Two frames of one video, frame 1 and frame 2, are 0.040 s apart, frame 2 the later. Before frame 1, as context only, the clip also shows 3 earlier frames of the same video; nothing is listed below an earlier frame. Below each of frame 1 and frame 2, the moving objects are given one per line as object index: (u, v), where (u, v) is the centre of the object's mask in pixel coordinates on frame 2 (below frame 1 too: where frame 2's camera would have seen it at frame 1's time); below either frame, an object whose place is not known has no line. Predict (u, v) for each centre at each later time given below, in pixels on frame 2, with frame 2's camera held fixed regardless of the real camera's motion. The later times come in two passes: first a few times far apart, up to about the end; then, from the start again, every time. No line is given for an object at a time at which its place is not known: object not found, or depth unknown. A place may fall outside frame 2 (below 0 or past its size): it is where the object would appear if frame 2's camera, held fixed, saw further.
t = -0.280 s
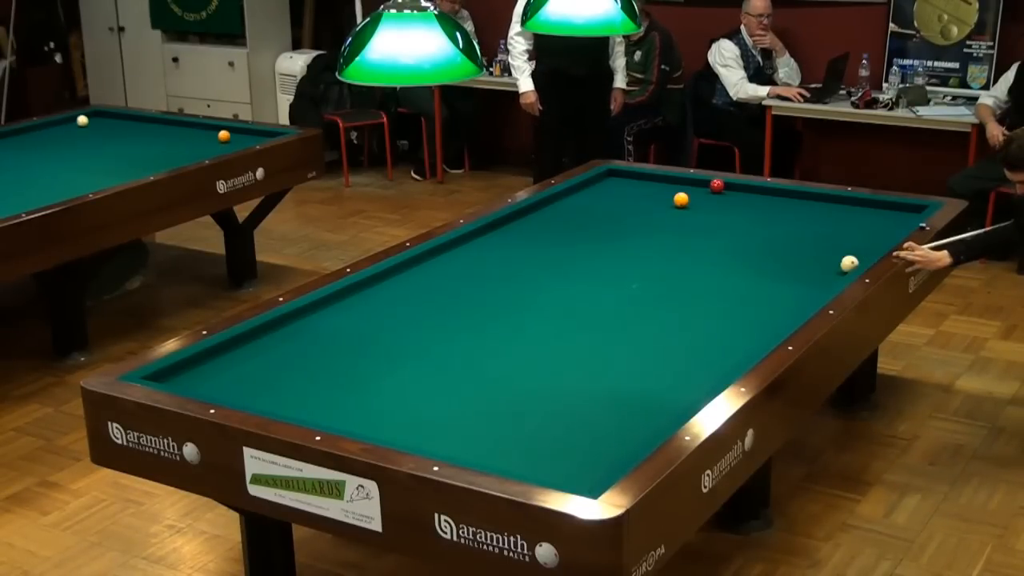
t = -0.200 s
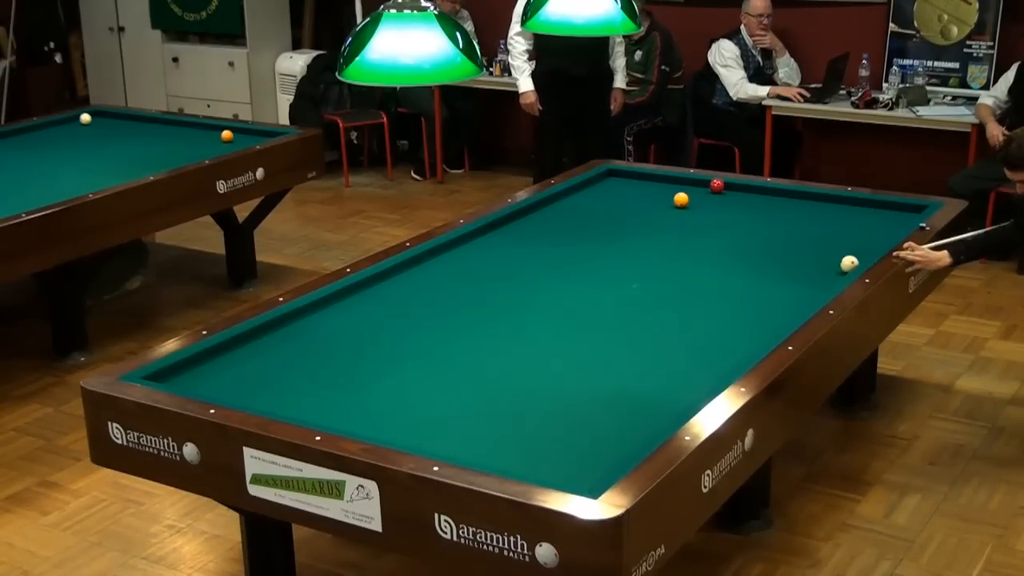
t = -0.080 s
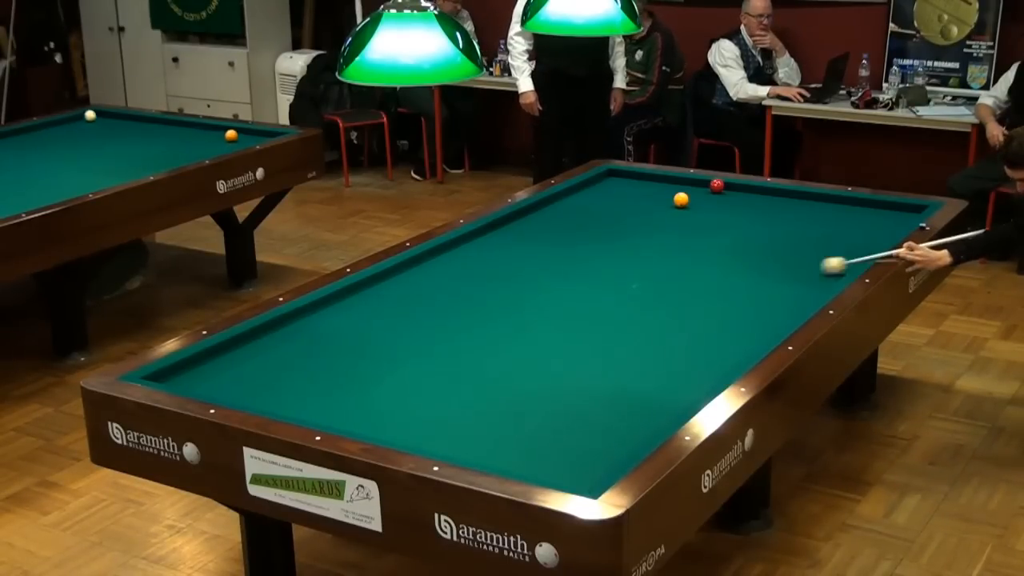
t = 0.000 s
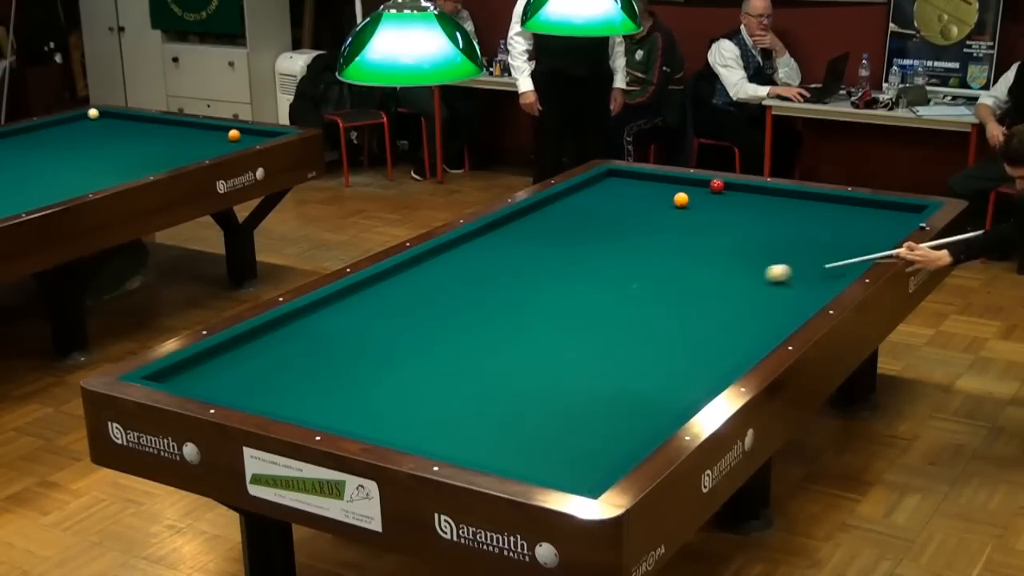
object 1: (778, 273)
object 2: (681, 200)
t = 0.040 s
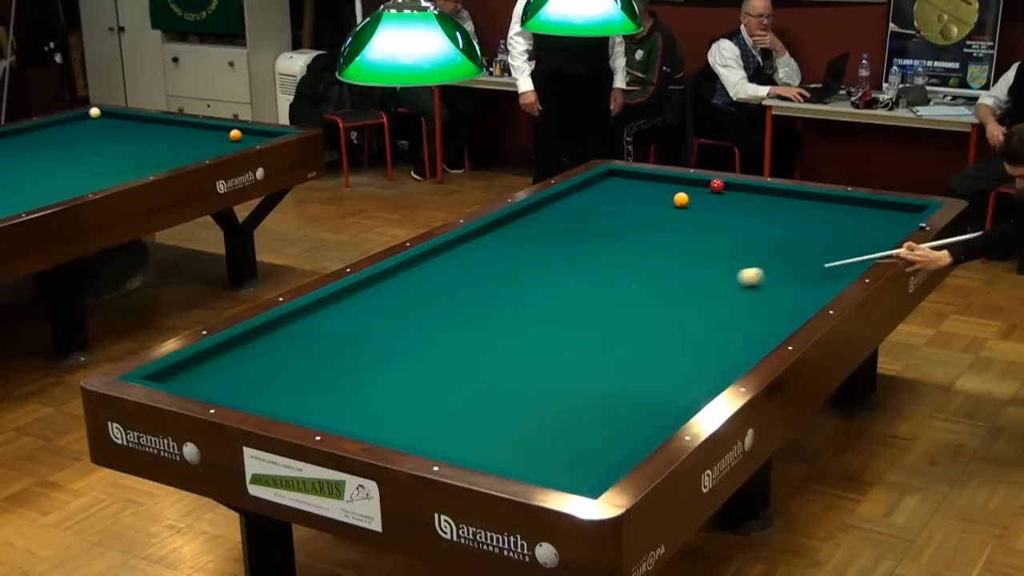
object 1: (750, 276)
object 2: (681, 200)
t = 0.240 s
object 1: (609, 295)
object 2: (681, 200)
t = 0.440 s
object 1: (458, 316)
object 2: (681, 199)
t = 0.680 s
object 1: (263, 341)
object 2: (681, 200)
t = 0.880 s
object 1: (209, 386)
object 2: (681, 200)
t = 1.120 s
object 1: (348, 376)
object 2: (681, 199)
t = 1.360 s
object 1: (469, 366)
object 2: (681, 200)
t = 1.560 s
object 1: (563, 358)
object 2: (681, 200)
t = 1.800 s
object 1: (673, 350)
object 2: (681, 200)
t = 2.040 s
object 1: (749, 335)
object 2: (681, 200)
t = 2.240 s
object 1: (735, 311)
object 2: (681, 199)
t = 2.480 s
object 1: (723, 286)
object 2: (681, 199)
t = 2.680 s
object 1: (714, 268)
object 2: (681, 199)
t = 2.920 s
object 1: (705, 247)
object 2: (681, 200)
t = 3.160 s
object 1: (696, 229)
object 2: (681, 199)
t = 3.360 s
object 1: (690, 215)
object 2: (681, 199)
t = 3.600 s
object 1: (685, 204)
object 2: (678, 195)
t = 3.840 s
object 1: (685, 200)
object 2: (673, 187)
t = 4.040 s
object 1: (686, 197)
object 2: (668, 180)
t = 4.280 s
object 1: (686, 194)
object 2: (654, 179)
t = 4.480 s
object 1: (687, 191)
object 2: (640, 181)
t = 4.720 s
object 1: (687, 188)
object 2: (624, 182)
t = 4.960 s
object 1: (688, 185)
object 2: (608, 184)
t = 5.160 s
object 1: (688, 183)
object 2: (595, 186)
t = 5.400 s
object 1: (688, 181)
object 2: (579, 187)
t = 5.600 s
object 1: (683, 180)
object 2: (577, 189)
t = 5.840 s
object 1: (677, 180)
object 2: (577, 192)
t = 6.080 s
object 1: (671, 181)
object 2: (577, 194)
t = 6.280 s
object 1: (666, 181)
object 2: (577, 196)
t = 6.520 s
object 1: (661, 181)
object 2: (578, 199)
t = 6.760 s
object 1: (656, 181)
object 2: (578, 201)
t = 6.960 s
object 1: (653, 181)
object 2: (578, 202)
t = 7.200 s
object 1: (650, 181)
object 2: (579, 204)
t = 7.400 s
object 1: (647, 182)
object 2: (579, 206)
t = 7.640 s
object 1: (645, 182)
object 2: (579, 207)
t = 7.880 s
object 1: (643, 182)
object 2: (579, 209)
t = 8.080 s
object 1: (642, 182)
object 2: (580, 210)
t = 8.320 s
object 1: (641, 182)
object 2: (580, 211)
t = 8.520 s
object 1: (641, 182)
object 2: (580, 212)
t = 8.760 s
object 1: (641, 182)
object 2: (580, 213)
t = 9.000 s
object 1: (641, 182)
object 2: (581, 213)
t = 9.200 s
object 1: (641, 182)
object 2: (581, 214)
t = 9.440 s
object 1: (641, 182)
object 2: (581, 214)
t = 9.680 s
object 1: (641, 182)
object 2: (581, 215)
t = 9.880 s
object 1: (641, 182)
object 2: (581, 214)
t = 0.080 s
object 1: (723, 280)
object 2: (681, 200)
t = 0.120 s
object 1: (694, 284)
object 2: (681, 199)
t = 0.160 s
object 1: (666, 288)
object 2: (681, 200)
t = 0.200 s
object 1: (638, 292)
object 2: (681, 200)
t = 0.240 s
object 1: (609, 295)
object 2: (681, 200)
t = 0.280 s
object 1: (579, 300)
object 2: (681, 200)
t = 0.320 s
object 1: (549, 303)
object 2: (681, 199)
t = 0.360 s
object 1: (519, 307)
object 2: (681, 200)
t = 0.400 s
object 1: (489, 312)
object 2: (681, 200)
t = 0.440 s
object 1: (458, 316)
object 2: (681, 199)
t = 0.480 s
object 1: (426, 320)
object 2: (681, 200)
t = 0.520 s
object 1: (395, 324)
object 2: (681, 200)
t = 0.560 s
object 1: (362, 328)
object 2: (681, 200)
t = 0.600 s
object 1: (330, 332)
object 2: (681, 200)
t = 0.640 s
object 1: (297, 337)
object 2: (681, 200)
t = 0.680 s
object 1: (263, 341)
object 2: (681, 200)
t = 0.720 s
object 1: (230, 345)
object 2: (681, 200)
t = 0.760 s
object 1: (222, 355)
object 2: (681, 200)
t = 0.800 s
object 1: (218, 366)
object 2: (681, 200)
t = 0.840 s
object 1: (214, 376)
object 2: (681, 200)
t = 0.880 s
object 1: (209, 386)
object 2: (681, 200)
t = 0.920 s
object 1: (223, 389)
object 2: (681, 200)
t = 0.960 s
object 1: (250, 387)
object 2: (681, 200)
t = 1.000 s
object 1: (276, 384)
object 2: (681, 199)
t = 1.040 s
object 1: (302, 381)
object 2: (681, 199)
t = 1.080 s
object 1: (325, 378)
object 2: (681, 199)
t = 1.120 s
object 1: (348, 376)
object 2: (681, 199)
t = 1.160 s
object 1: (370, 374)
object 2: (681, 199)
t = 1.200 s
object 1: (391, 372)
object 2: (681, 199)
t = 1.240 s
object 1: (411, 370)
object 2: (681, 200)
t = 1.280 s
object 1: (430, 369)
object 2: (681, 200)
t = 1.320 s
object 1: (449, 368)
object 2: (681, 200)
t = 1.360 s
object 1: (469, 366)
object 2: (681, 200)
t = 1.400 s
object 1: (488, 364)
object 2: (681, 200)
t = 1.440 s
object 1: (507, 363)
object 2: (681, 200)
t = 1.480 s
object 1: (526, 361)
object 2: (681, 200)
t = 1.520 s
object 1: (544, 360)
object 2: (681, 200)
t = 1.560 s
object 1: (563, 358)
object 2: (681, 200)
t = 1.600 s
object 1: (581, 357)
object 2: (681, 200)
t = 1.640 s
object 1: (600, 356)
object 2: (681, 200)
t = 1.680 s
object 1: (619, 354)
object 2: (681, 200)
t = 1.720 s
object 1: (637, 352)
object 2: (681, 200)
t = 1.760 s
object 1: (655, 351)
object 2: (681, 200)
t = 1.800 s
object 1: (673, 350)
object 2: (681, 200)
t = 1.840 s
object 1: (691, 348)
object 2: (681, 200)
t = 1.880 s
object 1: (709, 347)
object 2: (681, 200)
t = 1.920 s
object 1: (727, 345)
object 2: (681, 200)
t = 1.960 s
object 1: (743, 343)
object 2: (681, 200)
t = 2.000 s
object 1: (754, 339)
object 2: (681, 200)
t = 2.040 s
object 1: (749, 335)
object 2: (681, 200)
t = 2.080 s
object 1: (745, 330)
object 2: (681, 200)
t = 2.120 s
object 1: (742, 325)
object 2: (681, 199)
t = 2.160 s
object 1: (740, 320)
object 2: (681, 200)
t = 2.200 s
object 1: (737, 316)
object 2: (681, 199)
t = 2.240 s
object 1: (735, 311)
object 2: (681, 199)
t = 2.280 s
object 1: (733, 307)
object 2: (681, 199)
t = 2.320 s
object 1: (731, 303)
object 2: (681, 200)
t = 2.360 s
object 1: (729, 298)
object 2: (681, 199)
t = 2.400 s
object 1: (727, 294)
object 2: (681, 200)
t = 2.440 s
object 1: (725, 290)
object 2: (681, 199)
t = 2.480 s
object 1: (723, 286)
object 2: (681, 199)
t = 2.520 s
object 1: (721, 283)
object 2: (681, 200)
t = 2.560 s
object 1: (720, 279)
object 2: (681, 200)
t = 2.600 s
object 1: (718, 275)
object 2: (681, 199)
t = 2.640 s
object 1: (716, 271)
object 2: (681, 200)
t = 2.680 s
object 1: (714, 268)
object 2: (681, 199)
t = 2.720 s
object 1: (713, 264)
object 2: (681, 200)
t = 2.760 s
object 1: (711, 261)
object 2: (681, 200)
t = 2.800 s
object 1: (710, 257)
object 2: (681, 200)
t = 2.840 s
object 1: (708, 254)
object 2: (681, 200)
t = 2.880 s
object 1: (706, 251)
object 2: (681, 200)
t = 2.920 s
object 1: (705, 247)
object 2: (681, 200)
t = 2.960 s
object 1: (704, 244)
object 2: (681, 200)
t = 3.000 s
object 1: (702, 241)
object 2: (681, 200)
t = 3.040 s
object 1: (701, 238)
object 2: (681, 200)
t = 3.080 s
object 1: (699, 235)
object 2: (681, 200)
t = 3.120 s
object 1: (698, 232)
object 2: (681, 199)
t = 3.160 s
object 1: (696, 229)
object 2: (681, 199)
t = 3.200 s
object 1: (695, 226)
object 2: (681, 200)
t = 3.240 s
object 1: (694, 224)
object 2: (681, 199)
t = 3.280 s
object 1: (693, 221)
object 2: (681, 200)
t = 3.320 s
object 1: (691, 218)
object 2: (681, 200)
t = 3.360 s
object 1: (690, 215)
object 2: (681, 199)
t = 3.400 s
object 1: (689, 213)
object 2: (680, 199)
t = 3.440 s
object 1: (687, 210)
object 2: (680, 199)
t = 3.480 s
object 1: (686, 208)
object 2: (680, 198)
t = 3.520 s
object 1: (685, 206)
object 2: (679, 197)
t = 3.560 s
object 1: (685, 204)
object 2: (678, 196)
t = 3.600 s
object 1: (685, 204)
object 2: (678, 195)
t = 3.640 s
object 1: (685, 203)
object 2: (677, 194)
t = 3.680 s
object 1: (685, 202)
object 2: (676, 192)
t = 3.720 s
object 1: (685, 202)
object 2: (676, 191)
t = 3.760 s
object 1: (685, 201)
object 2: (675, 190)
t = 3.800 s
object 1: (685, 200)
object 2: (674, 188)
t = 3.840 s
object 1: (685, 200)
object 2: (673, 187)
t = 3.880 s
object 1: (685, 199)
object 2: (672, 186)
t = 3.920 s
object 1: (686, 199)
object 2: (671, 184)
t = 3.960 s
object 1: (686, 198)
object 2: (670, 183)
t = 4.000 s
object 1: (686, 198)
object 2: (669, 182)
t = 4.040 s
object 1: (686, 197)
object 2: (668, 180)
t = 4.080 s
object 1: (686, 196)
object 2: (668, 179)
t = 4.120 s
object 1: (686, 196)
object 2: (666, 178)
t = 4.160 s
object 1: (686, 195)
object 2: (663, 178)
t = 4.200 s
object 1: (686, 195)
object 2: (660, 179)
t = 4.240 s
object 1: (686, 194)
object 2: (657, 179)
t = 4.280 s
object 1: (686, 194)
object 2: (654, 179)
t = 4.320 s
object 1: (686, 193)
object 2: (651, 179)
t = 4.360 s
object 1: (687, 193)
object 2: (648, 180)
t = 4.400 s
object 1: (687, 192)
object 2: (646, 180)
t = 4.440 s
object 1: (687, 191)
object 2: (643, 180)
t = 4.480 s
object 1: (687, 191)
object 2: (640, 181)
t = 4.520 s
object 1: (687, 190)
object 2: (637, 181)
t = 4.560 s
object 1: (687, 190)
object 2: (635, 181)
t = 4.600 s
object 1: (687, 190)
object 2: (632, 181)
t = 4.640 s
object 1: (687, 189)
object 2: (629, 182)
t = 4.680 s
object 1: (687, 189)
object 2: (626, 182)
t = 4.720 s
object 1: (687, 188)
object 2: (624, 182)
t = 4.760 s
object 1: (688, 188)
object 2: (621, 183)
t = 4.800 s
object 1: (687, 187)
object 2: (618, 183)
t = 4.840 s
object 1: (687, 187)
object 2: (616, 183)
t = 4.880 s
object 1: (688, 186)
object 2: (613, 184)
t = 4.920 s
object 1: (688, 186)
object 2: (610, 184)
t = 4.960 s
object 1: (688, 185)
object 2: (608, 184)
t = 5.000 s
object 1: (688, 185)
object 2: (605, 184)
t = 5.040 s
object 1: (688, 185)
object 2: (602, 185)
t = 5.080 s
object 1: (688, 184)
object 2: (600, 185)
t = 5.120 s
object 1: (688, 184)
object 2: (597, 185)
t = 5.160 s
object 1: (688, 183)
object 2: (595, 186)
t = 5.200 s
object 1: (688, 183)
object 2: (592, 186)
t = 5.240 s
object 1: (688, 182)
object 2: (589, 186)
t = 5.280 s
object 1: (688, 182)
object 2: (587, 186)
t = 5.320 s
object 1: (688, 181)
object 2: (585, 187)
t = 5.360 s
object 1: (688, 181)
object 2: (582, 187)
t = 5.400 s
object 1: (688, 181)
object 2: (579, 187)
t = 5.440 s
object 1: (688, 181)
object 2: (577, 187)
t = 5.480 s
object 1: (687, 180)
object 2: (577, 188)
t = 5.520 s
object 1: (686, 180)
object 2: (577, 188)
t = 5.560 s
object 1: (685, 180)
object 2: (577, 188)
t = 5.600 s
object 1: (683, 180)
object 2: (577, 189)
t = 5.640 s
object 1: (682, 180)
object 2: (577, 189)
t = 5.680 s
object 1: (681, 180)
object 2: (577, 190)
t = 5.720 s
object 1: (680, 180)
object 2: (577, 190)
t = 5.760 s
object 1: (679, 181)
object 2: (577, 191)
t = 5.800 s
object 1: (678, 180)
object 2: (577, 191)
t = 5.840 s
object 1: (677, 180)
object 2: (577, 192)
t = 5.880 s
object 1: (676, 180)
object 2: (577, 192)
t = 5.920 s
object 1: (675, 181)
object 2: (577, 193)
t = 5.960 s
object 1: (674, 181)
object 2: (577, 193)
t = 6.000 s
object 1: (673, 181)
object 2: (577, 193)
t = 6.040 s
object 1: (671, 181)
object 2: (577, 194)
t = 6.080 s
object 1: (671, 181)
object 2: (577, 194)
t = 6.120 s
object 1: (669, 181)
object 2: (578, 195)
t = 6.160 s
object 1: (669, 181)
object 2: (577, 195)
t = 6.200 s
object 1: (668, 181)
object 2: (577, 196)
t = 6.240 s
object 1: (667, 181)
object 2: (577, 196)
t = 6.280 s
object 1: (666, 181)
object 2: (577, 196)
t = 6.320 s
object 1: (665, 181)
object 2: (578, 197)
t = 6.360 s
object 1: (664, 181)
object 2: (577, 197)
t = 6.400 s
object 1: (663, 181)
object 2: (578, 197)
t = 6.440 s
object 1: (662, 181)
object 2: (578, 198)
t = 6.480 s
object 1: (662, 181)
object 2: (578, 198)
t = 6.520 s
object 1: (661, 181)
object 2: (578, 199)
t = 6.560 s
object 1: (660, 181)
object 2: (578, 199)
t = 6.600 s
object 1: (659, 181)
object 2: (578, 199)
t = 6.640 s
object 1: (658, 181)
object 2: (578, 200)
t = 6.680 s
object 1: (658, 181)
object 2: (578, 200)
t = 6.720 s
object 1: (657, 181)
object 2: (578, 201)
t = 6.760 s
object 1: (656, 181)
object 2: (578, 201)
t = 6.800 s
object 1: (656, 181)
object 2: (578, 201)
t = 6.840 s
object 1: (655, 181)
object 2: (578, 202)
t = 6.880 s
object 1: (655, 181)
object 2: (578, 202)
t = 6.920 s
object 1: (654, 181)
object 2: (578, 202)
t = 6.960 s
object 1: (653, 181)
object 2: (578, 202)
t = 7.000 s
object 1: (653, 181)
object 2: (578, 203)
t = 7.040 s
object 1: (652, 181)
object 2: (578, 203)
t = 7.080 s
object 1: (651, 181)
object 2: (578, 204)
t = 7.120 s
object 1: (651, 181)
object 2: (578, 204)
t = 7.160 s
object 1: (650, 181)
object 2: (578, 204)
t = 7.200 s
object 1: (650, 181)
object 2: (579, 204)
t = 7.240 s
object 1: (649, 181)
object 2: (579, 205)
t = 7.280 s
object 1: (648, 181)
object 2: (579, 205)
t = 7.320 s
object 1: (648, 182)
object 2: (579, 205)
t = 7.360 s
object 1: (648, 182)
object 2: (579, 206)
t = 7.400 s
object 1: (647, 182)
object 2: (579, 206)
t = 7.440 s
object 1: (647, 182)
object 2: (579, 206)
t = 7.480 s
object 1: (646, 182)
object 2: (579, 207)
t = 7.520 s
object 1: (646, 182)
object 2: (579, 207)
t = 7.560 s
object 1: (646, 182)
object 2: (579, 207)
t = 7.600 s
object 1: (645, 182)
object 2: (579, 207)
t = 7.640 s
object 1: (645, 182)
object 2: (579, 207)
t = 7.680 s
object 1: (644, 182)
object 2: (579, 208)
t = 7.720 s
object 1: (644, 182)
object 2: (579, 208)
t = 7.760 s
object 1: (644, 182)
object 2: (579, 208)
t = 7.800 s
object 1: (644, 182)
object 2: (579, 209)
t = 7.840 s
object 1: (643, 182)
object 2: (579, 209)
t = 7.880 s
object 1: (643, 182)
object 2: (579, 209)
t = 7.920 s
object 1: (643, 182)
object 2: (579, 209)
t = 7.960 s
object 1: (643, 182)
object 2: (579, 210)
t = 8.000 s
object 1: (642, 182)
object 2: (579, 210)
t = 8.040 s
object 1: (642, 182)
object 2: (579, 210)
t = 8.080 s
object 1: (642, 182)
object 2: (580, 210)
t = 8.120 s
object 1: (642, 182)
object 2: (580, 210)
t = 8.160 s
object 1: (642, 182)
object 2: (580, 211)
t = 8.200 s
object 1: (642, 182)
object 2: (580, 211)
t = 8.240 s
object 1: (641, 182)
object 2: (580, 211)
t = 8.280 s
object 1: (641, 182)
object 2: (580, 211)
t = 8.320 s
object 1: (641, 182)
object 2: (580, 211)
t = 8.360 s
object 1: (641, 182)
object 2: (580, 211)
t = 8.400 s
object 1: (641, 182)
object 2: (580, 211)
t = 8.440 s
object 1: (641, 182)
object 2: (580, 212)
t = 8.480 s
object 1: (641, 182)
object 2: (580, 212)
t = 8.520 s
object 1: (641, 182)
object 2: (580, 212)
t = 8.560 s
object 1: (641, 182)
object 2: (580, 212)
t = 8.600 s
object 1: (641, 182)
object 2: (580, 212)
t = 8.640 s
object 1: (641, 182)
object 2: (580, 212)
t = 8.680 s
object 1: (641, 182)
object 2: (580, 213)
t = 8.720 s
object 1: (641, 182)
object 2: (580, 213)
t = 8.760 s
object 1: (641, 182)
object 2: (580, 213)
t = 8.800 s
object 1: (641, 182)
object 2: (580, 213)
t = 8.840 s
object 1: (641, 182)
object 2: (580, 213)
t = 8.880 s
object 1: (641, 182)
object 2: (581, 213)
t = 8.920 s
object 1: (641, 182)
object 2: (581, 213)
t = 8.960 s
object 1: (641, 182)
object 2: (581, 213)
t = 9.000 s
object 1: (641, 182)
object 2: (581, 213)
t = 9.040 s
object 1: (641, 182)
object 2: (581, 214)
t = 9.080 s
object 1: (641, 182)
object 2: (581, 214)
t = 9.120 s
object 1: (641, 182)
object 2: (581, 214)
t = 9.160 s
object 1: (641, 182)
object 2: (581, 214)
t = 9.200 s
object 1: (641, 182)
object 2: (581, 214)
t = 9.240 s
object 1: (641, 182)
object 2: (581, 214)
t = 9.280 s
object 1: (641, 182)
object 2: (581, 214)
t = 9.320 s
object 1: (641, 182)
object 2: (581, 214)
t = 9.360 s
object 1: (641, 182)
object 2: (581, 214)
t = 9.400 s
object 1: (641, 182)
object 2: (581, 214)
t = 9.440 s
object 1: (641, 182)
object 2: (581, 214)
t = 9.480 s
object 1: (641, 182)
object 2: (581, 214)
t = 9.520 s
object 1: (641, 182)
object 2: (581, 214)
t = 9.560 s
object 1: (641, 182)
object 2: (581, 214)
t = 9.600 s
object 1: (641, 182)
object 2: (581, 215)
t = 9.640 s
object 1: (641, 182)
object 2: (581, 215)
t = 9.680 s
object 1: (641, 182)
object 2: (581, 215)
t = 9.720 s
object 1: (641, 182)
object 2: (581, 215)
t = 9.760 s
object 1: (641, 182)
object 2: (581, 215)
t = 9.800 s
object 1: (641, 182)
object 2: (581, 215)
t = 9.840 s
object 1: (641, 182)
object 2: (581, 214)
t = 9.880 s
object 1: (641, 182)
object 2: (581, 214)
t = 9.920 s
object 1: (641, 182)
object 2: (581, 214)
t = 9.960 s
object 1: (641, 182)
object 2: (581, 215)
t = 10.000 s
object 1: (641, 182)
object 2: (581, 215)
